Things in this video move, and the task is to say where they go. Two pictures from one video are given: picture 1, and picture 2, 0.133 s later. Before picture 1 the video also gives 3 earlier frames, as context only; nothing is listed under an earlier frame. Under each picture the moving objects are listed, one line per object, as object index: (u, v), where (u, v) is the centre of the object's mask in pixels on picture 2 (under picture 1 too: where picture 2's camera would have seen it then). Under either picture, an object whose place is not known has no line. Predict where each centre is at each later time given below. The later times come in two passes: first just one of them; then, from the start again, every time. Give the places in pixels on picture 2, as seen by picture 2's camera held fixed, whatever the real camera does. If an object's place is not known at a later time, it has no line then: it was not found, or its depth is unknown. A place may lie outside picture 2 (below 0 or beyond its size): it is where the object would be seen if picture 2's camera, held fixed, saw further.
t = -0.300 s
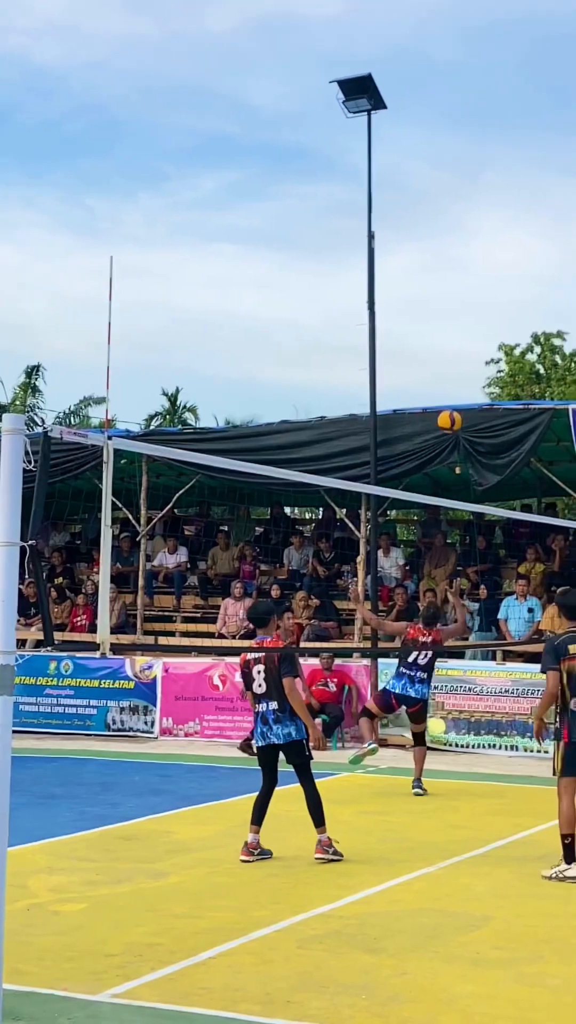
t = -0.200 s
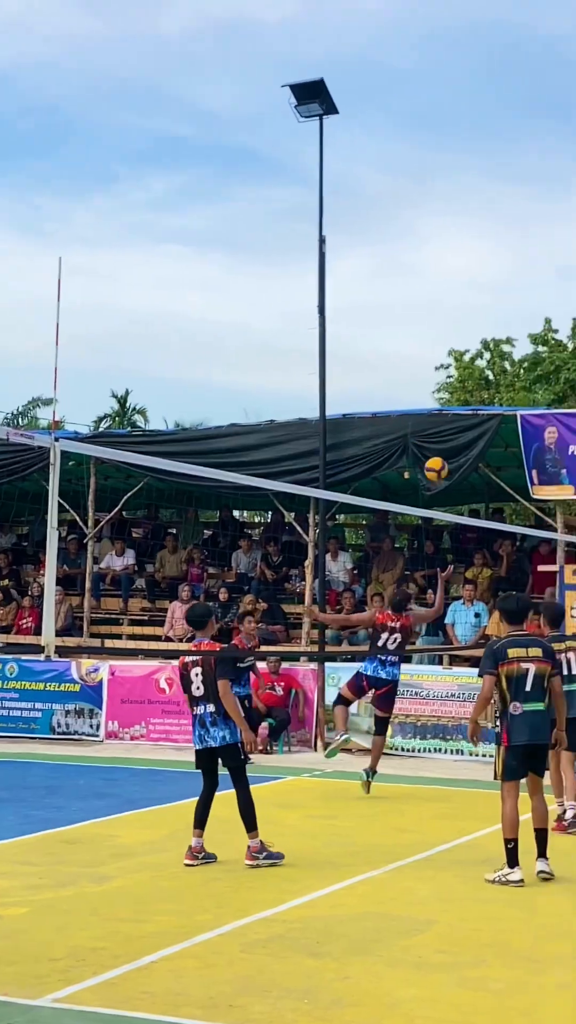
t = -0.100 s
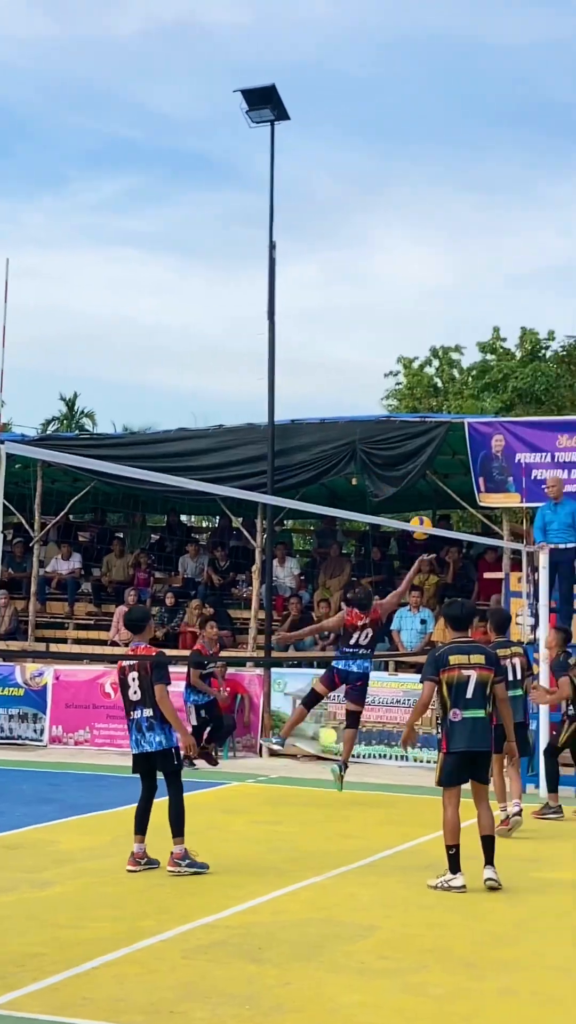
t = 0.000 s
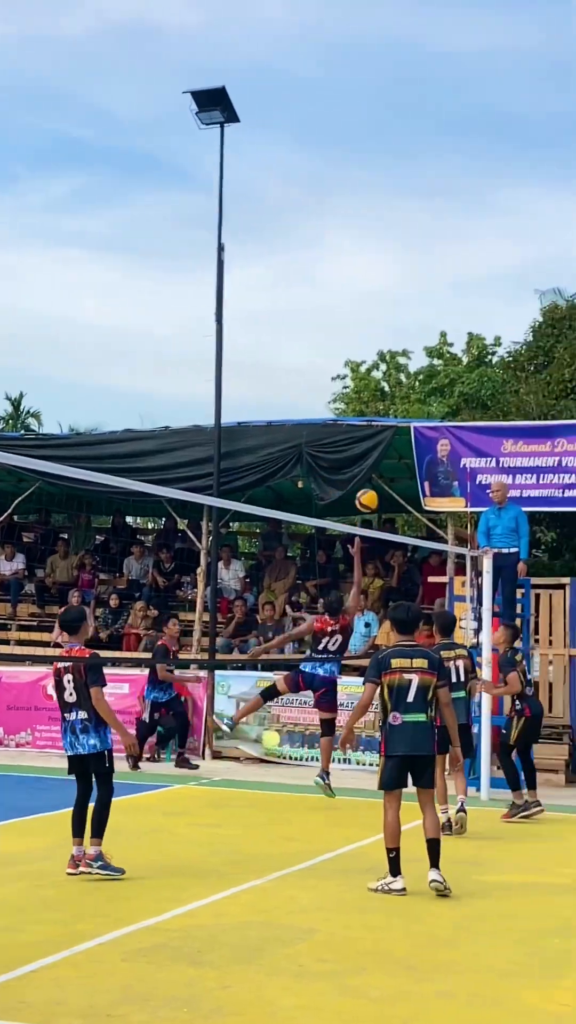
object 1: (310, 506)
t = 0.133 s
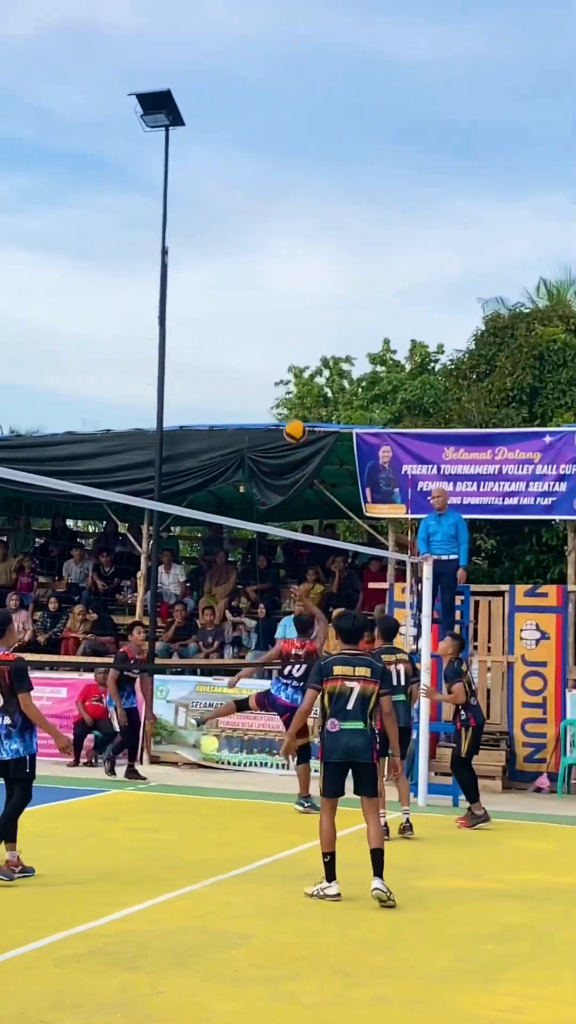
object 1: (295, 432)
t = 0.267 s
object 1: (281, 375)
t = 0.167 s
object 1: (291, 415)
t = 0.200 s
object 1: (287, 402)
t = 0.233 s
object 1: (283, 387)
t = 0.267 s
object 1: (281, 375)
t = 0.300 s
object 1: (277, 363)
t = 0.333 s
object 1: (273, 353)
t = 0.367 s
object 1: (270, 344)
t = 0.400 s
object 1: (267, 336)
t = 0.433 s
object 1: (264, 329)
